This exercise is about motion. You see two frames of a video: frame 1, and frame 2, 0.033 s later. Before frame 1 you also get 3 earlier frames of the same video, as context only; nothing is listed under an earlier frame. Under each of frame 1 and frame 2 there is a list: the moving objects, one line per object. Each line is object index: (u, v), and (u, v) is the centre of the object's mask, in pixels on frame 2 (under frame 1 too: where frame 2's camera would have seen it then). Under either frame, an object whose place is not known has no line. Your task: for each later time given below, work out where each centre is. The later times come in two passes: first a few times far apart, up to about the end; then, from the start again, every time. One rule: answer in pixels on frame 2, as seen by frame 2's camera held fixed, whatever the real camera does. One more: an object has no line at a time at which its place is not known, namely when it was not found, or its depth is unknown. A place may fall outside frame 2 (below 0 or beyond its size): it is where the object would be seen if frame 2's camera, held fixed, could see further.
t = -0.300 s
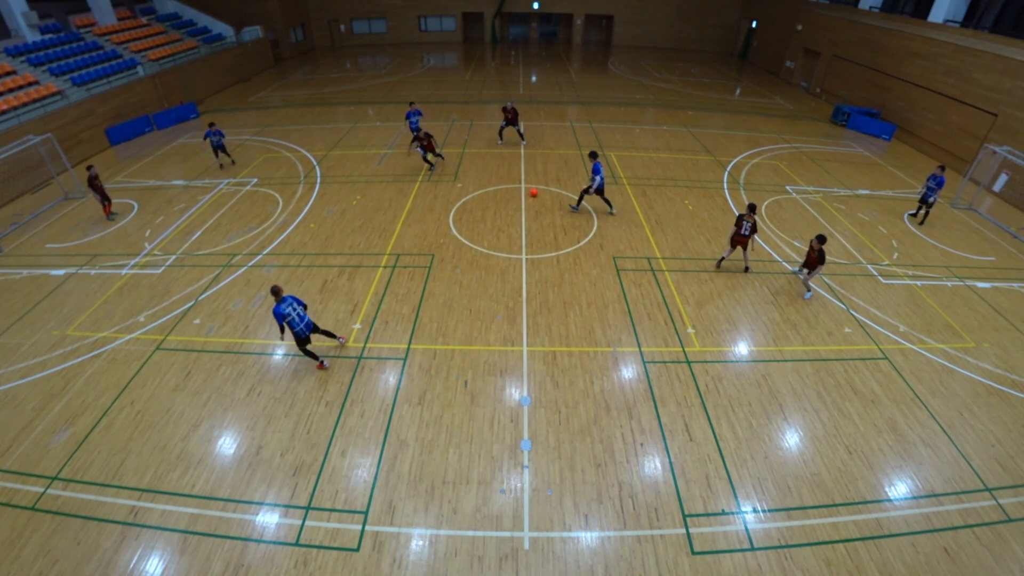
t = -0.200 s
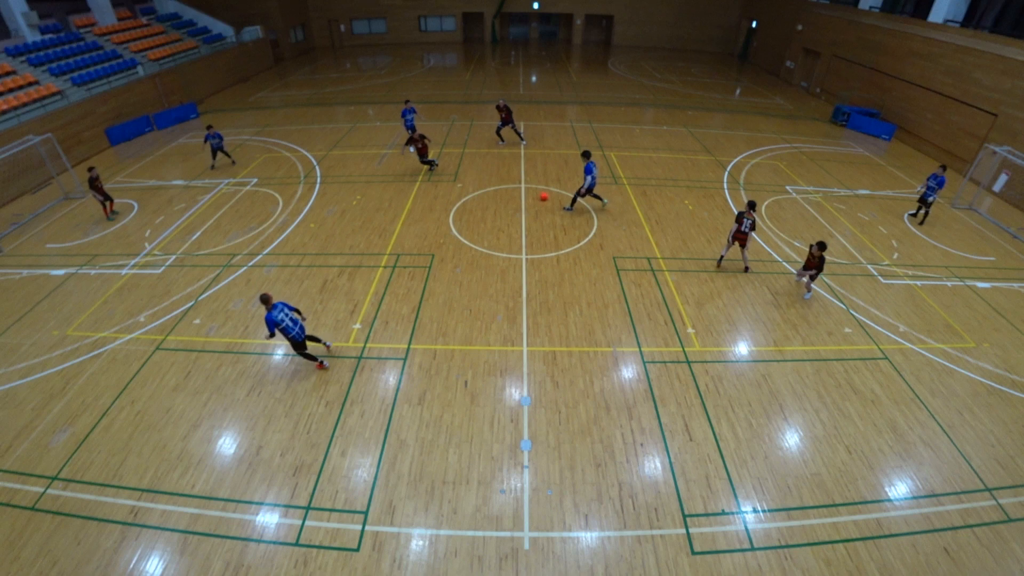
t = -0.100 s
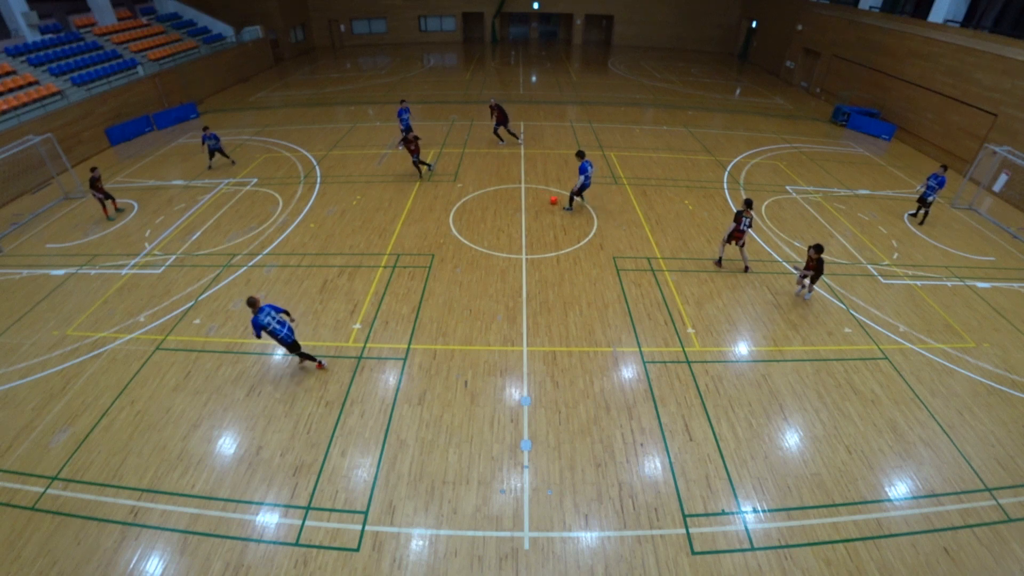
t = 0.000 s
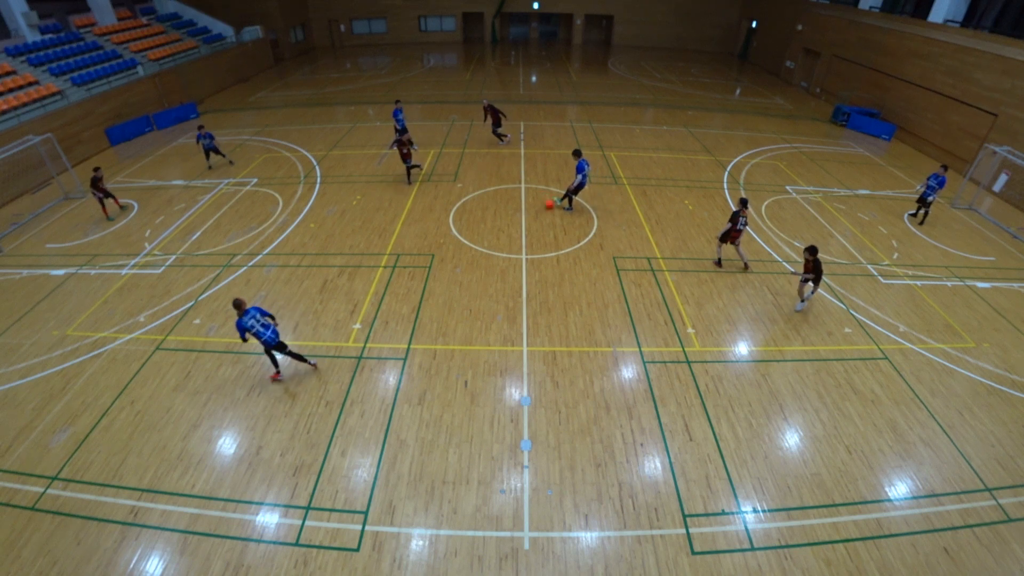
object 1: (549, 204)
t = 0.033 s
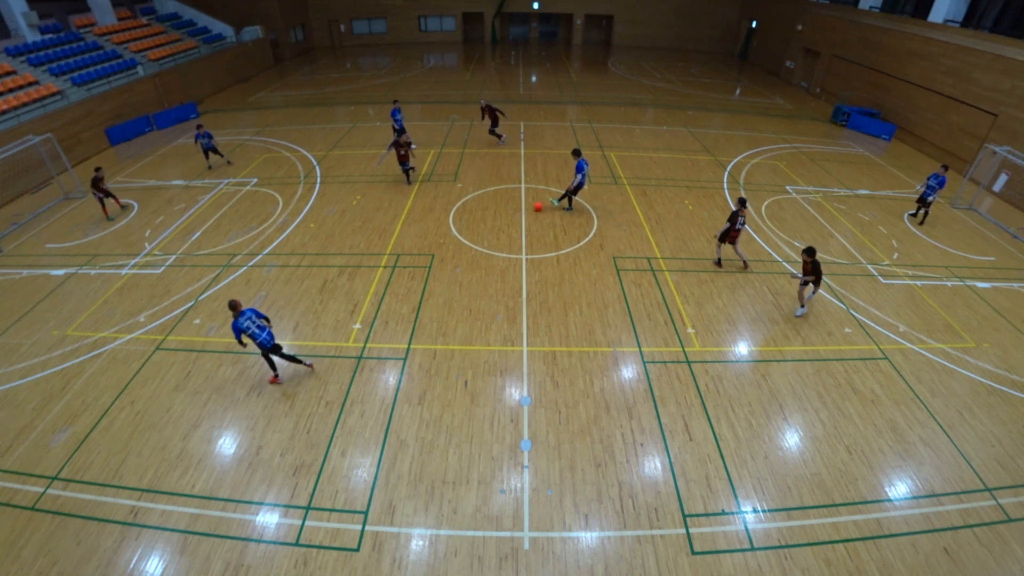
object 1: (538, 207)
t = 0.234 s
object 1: (471, 221)
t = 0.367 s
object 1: (429, 230)
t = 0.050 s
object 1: (532, 208)
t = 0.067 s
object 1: (526, 210)
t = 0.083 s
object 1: (520, 210)
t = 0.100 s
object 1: (515, 211)
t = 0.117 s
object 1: (510, 212)
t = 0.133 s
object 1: (504, 214)
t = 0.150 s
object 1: (498, 215)
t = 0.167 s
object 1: (493, 216)
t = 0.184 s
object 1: (487, 217)
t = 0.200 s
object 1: (482, 218)
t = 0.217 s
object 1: (477, 219)
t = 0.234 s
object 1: (471, 221)
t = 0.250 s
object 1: (465, 222)
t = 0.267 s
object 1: (460, 223)
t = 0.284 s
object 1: (455, 224)
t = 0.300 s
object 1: (450, 226)
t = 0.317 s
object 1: (445, 227)
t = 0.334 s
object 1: (439, 227)
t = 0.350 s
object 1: (434, 229)
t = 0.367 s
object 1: (429, 230)
